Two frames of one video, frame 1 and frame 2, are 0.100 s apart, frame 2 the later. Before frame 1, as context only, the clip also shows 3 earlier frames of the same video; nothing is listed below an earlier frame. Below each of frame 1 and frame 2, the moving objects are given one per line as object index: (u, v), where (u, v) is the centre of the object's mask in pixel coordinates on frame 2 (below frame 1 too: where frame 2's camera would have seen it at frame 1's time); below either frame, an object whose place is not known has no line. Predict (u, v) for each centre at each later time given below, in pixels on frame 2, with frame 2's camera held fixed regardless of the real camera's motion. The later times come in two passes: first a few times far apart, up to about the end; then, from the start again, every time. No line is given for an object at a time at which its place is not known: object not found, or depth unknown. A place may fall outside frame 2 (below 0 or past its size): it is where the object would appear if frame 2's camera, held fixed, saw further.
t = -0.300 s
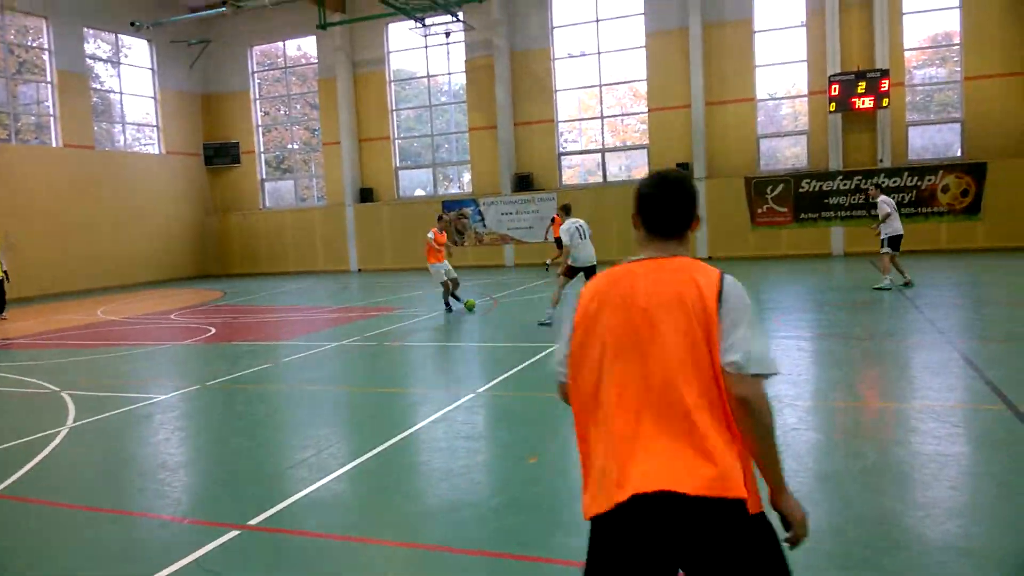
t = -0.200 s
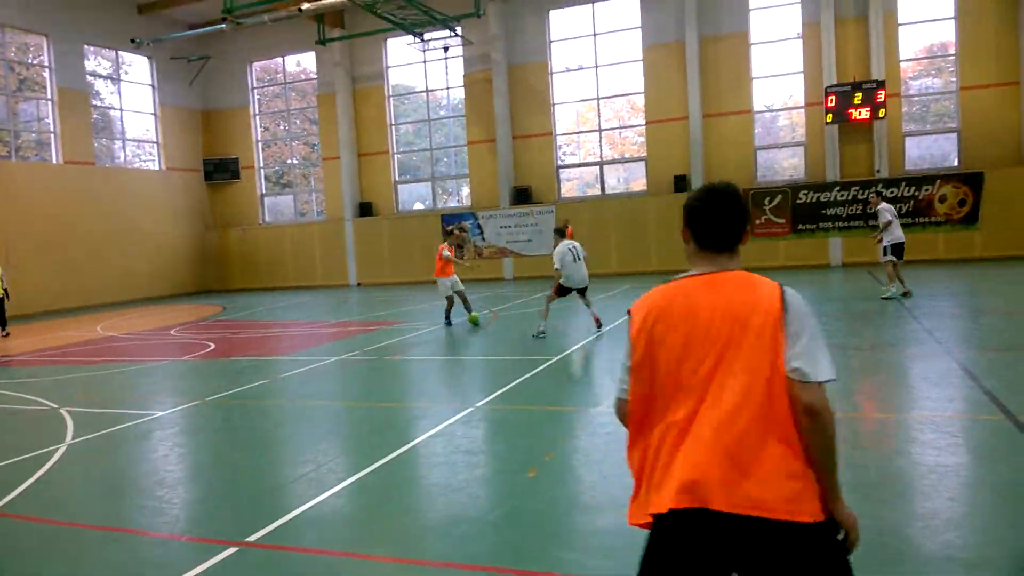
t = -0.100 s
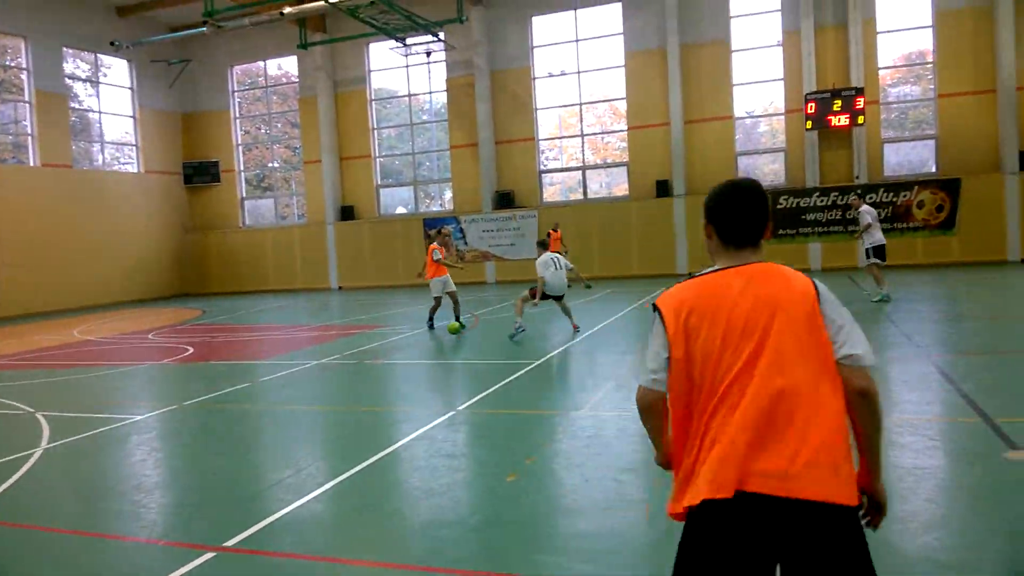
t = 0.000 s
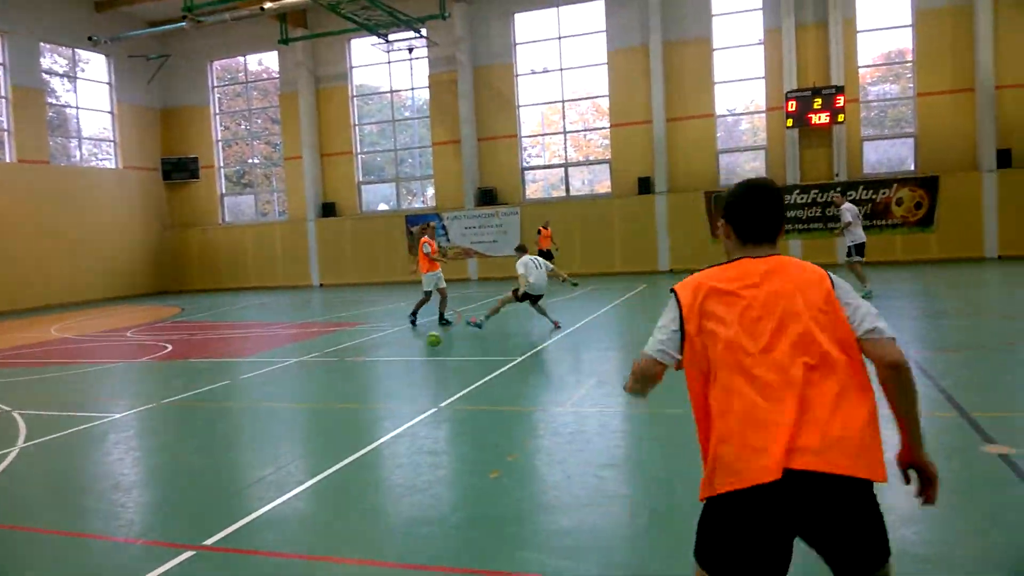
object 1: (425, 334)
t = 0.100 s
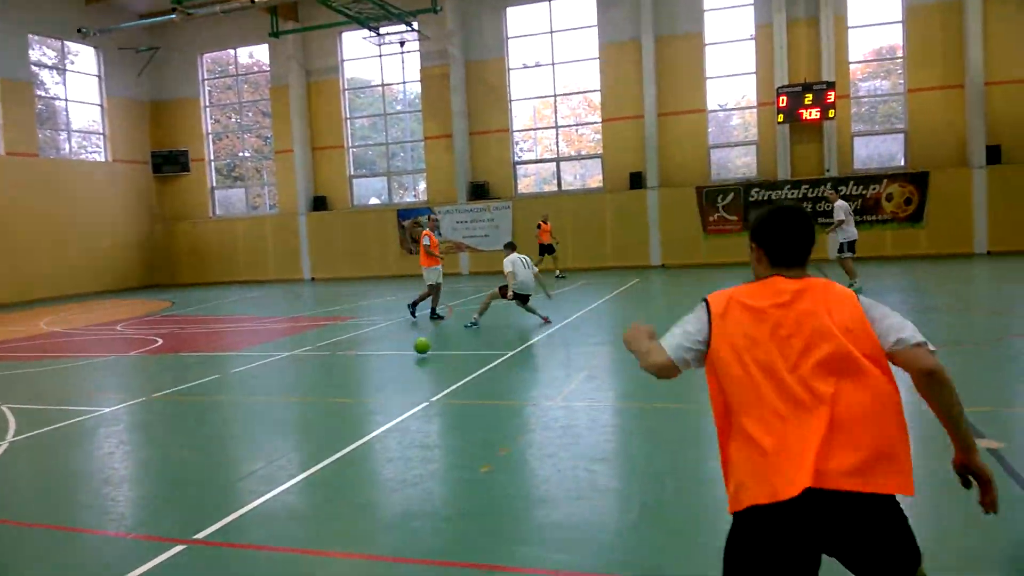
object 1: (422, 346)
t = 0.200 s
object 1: (419, 362)
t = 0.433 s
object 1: (406, 405)
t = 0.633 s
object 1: (387, 465)
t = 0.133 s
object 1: (421, 351)
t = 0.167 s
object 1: (420, 356)
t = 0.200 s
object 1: (419, 362)
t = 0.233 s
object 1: (417, 367)
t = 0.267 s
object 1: (415, 372)
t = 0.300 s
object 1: (414, 379)
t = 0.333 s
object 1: (412, 384)
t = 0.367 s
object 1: (410, 390)
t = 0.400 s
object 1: (408, 399)
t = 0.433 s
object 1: (406, 405)
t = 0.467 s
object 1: (403, 414)
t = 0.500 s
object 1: (401, 423)
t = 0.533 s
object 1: (398, 432)
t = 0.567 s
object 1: (395, 442)
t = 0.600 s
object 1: (391, 453)
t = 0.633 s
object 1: (387, 465)
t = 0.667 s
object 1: (384, 476)
